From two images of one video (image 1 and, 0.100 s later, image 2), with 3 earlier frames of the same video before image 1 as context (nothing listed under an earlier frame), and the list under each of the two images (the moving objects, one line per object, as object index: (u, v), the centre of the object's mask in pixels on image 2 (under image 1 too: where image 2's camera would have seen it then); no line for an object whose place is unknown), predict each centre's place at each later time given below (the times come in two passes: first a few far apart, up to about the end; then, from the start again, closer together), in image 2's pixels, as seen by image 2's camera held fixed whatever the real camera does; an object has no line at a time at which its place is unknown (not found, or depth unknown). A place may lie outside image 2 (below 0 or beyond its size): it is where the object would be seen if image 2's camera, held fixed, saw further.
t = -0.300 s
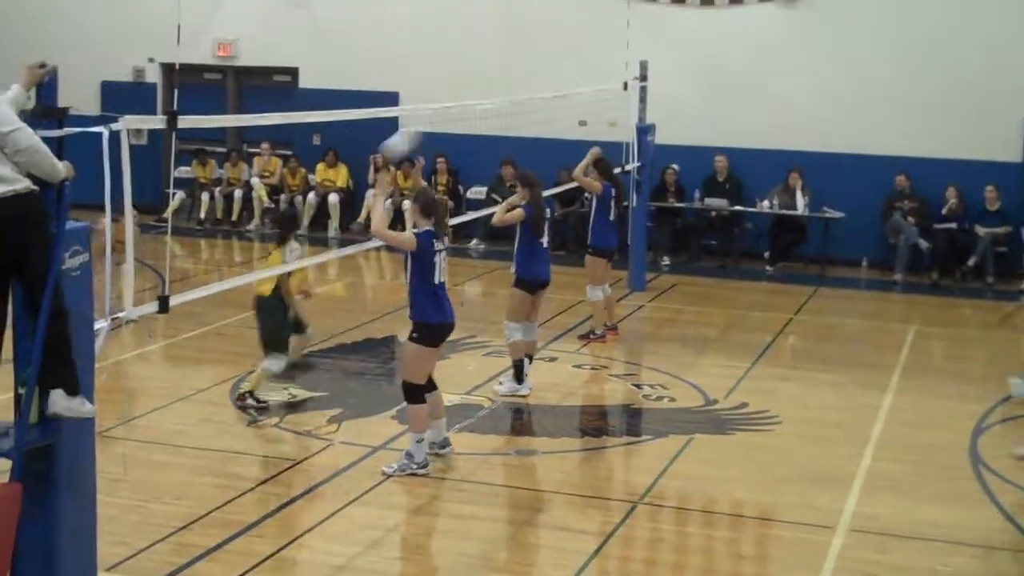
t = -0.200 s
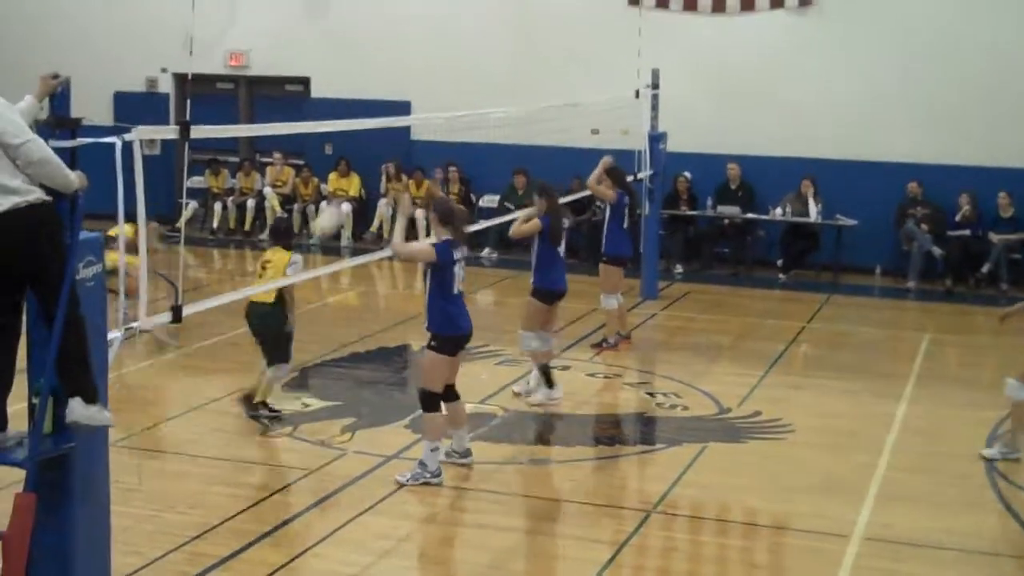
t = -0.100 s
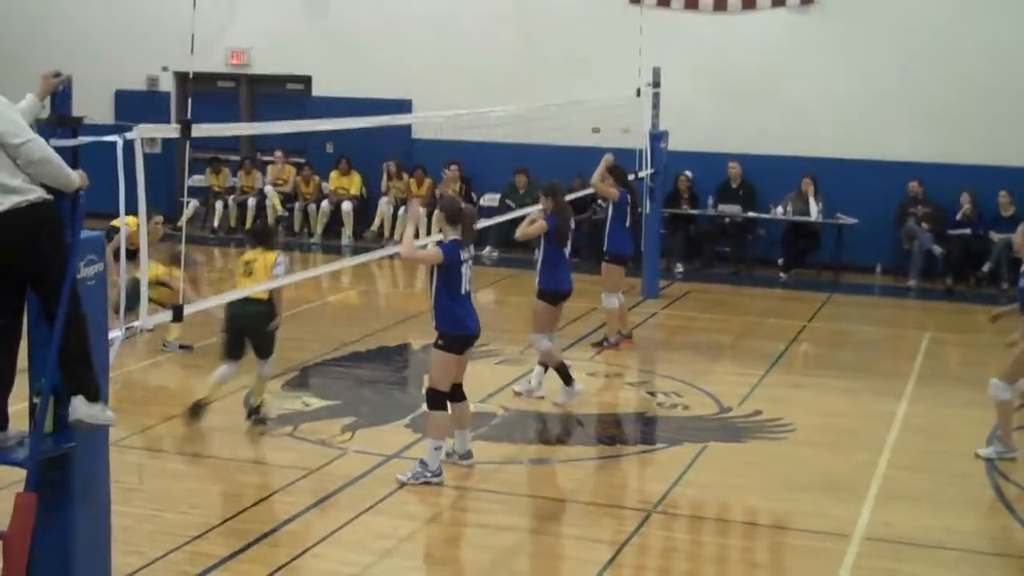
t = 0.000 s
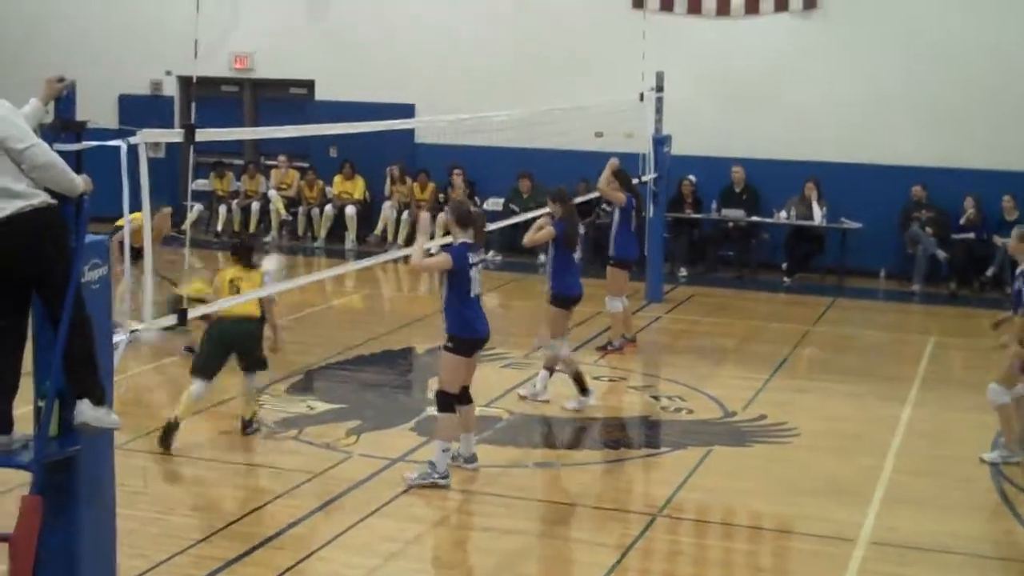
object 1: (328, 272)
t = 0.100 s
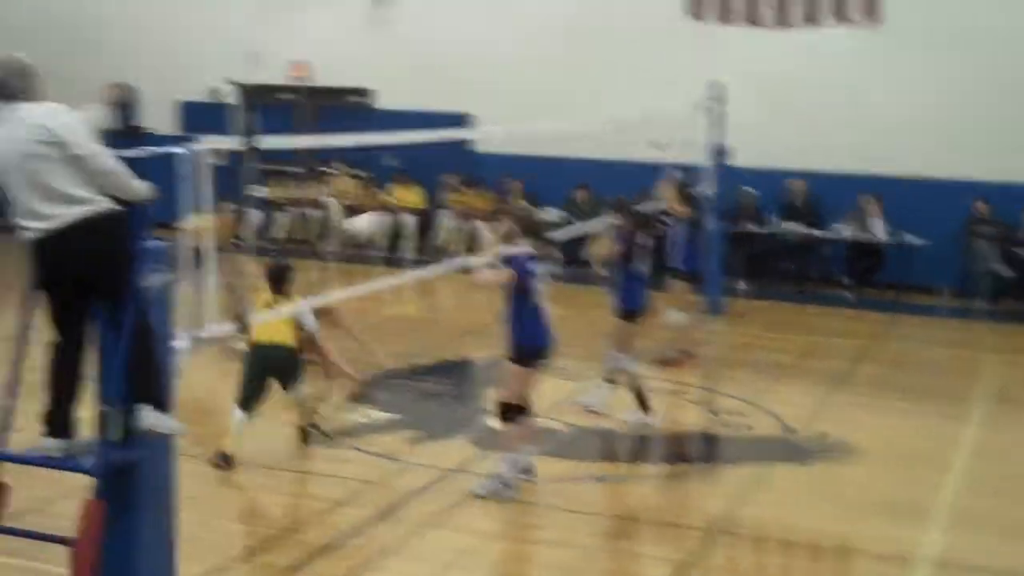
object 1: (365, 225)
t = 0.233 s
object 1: (413, 168)
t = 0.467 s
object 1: (499, 109)
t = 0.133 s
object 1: (378, 209)
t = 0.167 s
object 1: (388, 194)
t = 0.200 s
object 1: (400, 180)
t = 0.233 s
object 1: (413, 168)
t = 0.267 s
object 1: (426, 158)
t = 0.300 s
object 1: (438, 150)
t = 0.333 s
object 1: (451, 138)
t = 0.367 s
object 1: (463, 124)
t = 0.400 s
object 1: (478, 116)
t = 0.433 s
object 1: (490, 114)
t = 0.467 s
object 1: (499, 109)
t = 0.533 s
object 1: (515, 103)
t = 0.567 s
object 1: (522, 102)
